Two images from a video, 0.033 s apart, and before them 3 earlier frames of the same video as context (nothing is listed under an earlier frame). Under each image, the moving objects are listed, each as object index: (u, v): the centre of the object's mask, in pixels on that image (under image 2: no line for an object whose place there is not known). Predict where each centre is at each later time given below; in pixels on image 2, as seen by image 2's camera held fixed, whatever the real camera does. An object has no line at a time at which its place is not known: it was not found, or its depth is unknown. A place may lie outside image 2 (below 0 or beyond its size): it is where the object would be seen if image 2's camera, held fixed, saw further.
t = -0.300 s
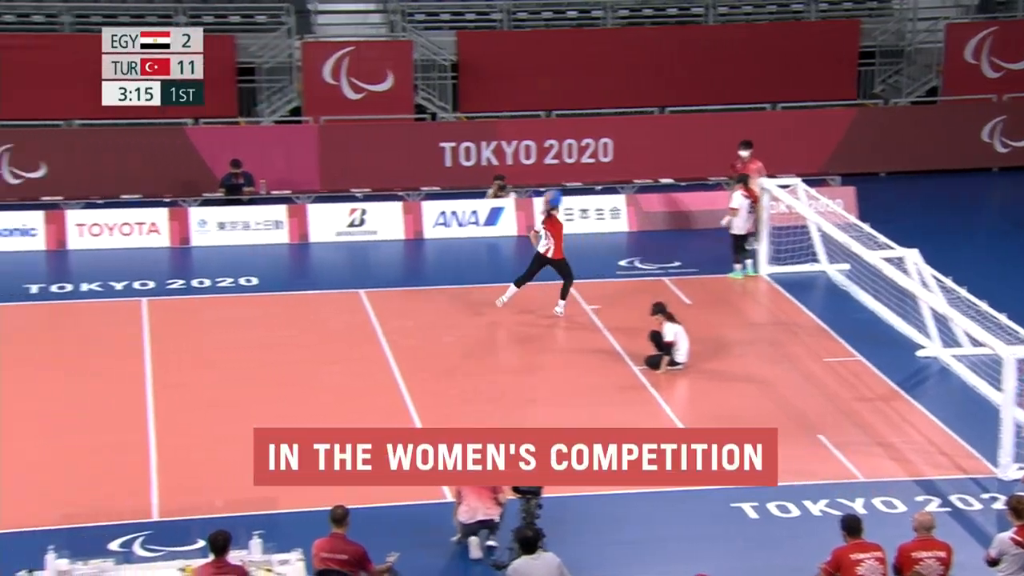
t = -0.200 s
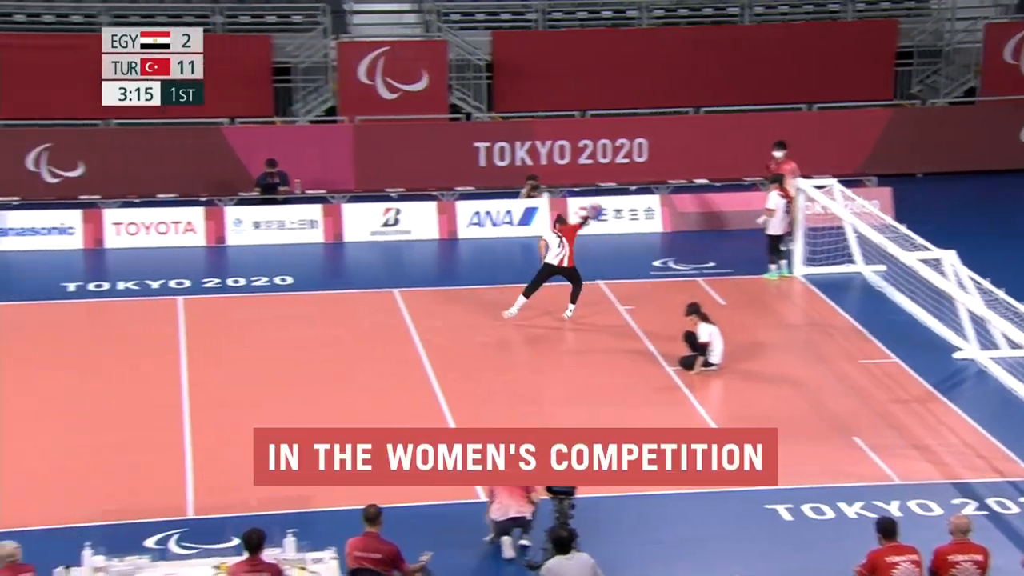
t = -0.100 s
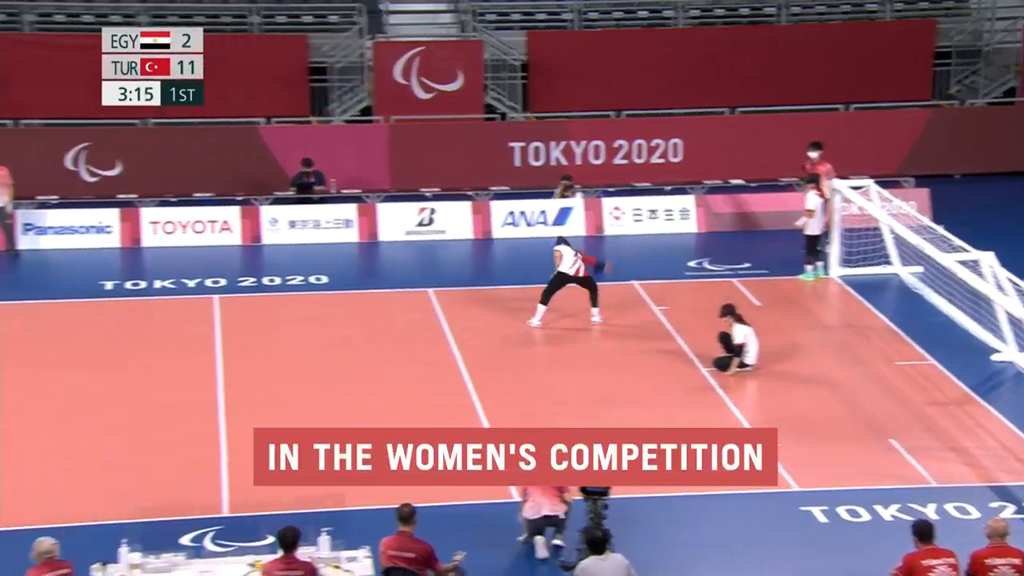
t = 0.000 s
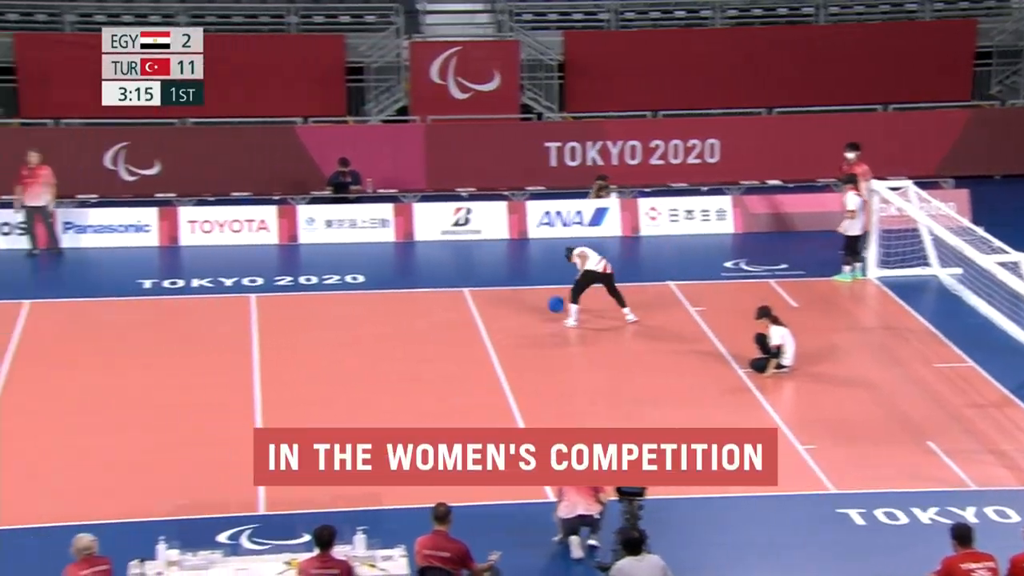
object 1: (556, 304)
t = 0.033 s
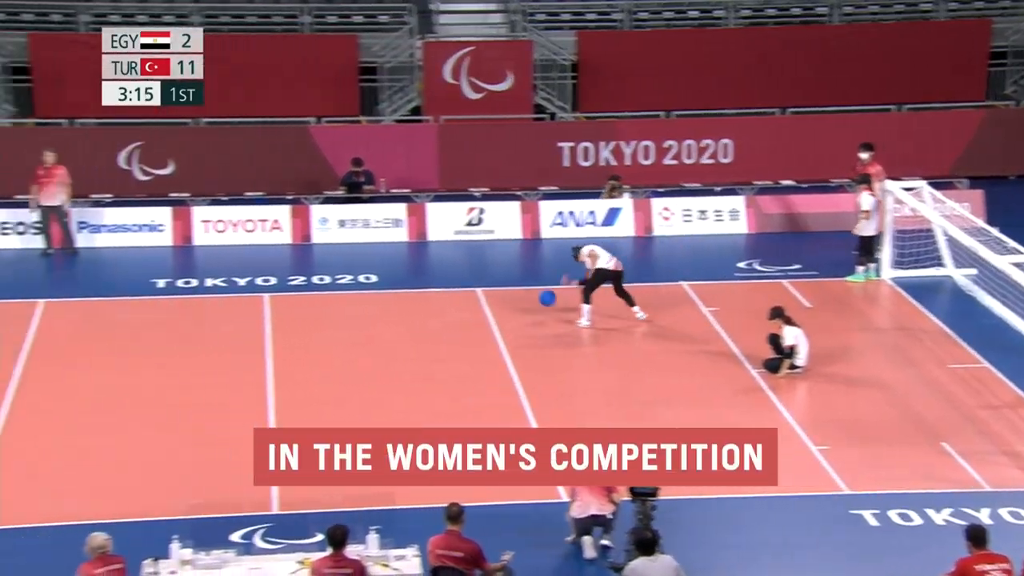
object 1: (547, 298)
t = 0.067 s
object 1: (525, 291)
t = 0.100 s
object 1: (503, 286)
